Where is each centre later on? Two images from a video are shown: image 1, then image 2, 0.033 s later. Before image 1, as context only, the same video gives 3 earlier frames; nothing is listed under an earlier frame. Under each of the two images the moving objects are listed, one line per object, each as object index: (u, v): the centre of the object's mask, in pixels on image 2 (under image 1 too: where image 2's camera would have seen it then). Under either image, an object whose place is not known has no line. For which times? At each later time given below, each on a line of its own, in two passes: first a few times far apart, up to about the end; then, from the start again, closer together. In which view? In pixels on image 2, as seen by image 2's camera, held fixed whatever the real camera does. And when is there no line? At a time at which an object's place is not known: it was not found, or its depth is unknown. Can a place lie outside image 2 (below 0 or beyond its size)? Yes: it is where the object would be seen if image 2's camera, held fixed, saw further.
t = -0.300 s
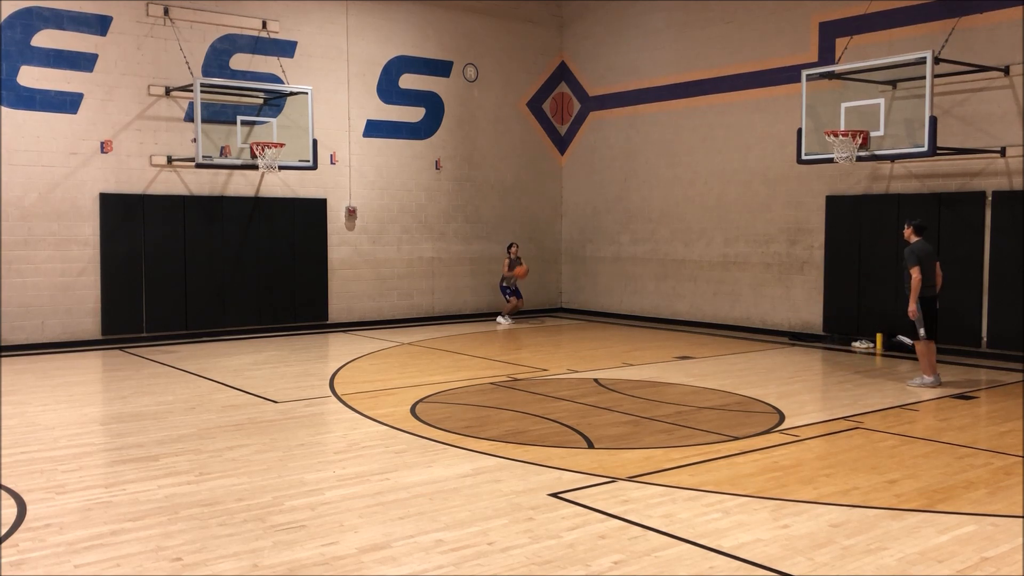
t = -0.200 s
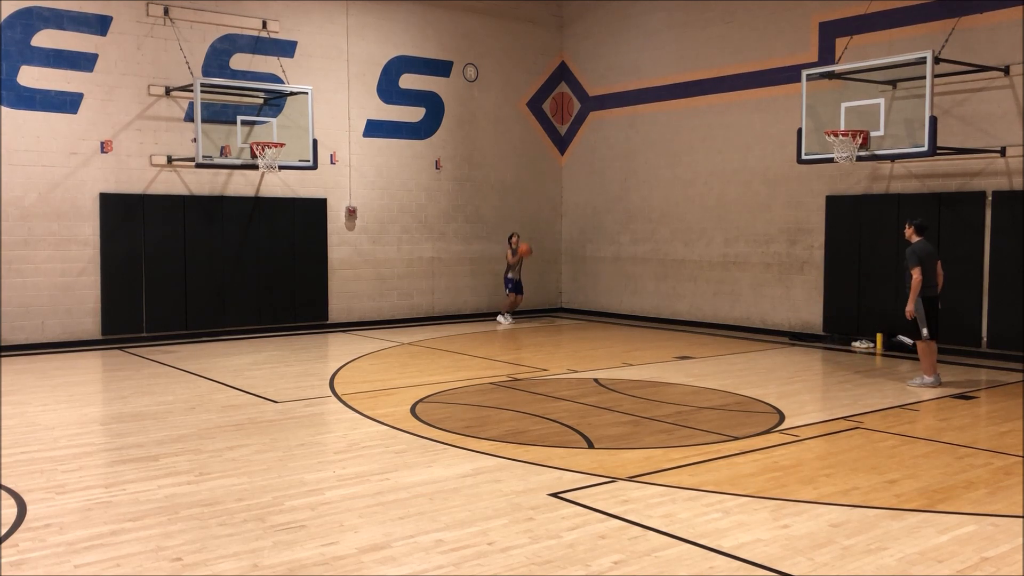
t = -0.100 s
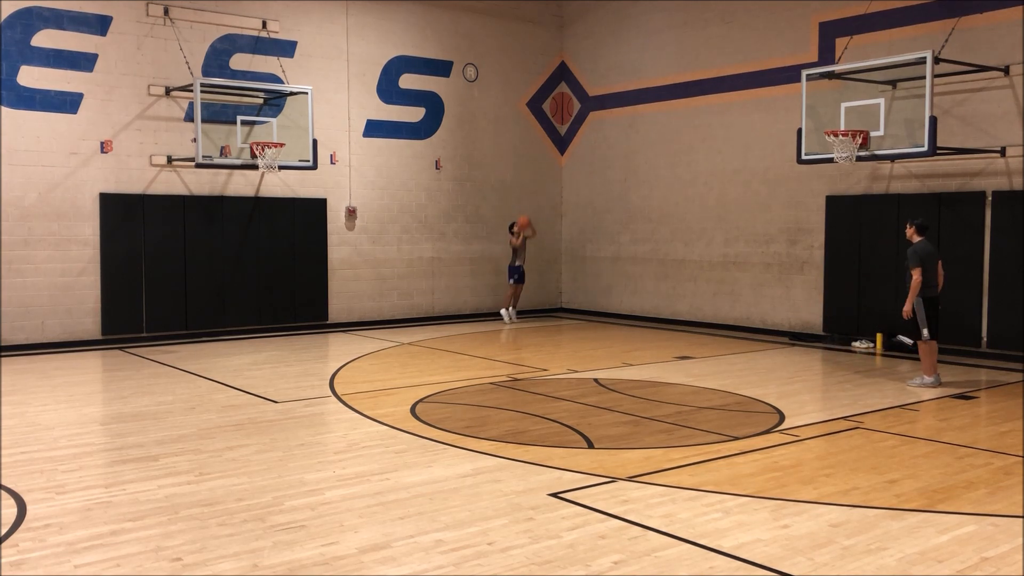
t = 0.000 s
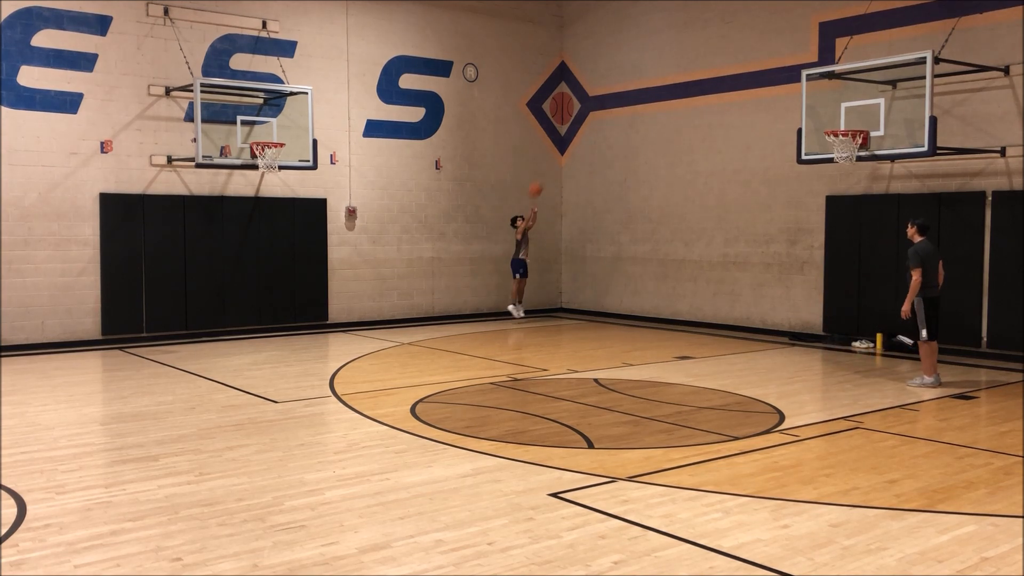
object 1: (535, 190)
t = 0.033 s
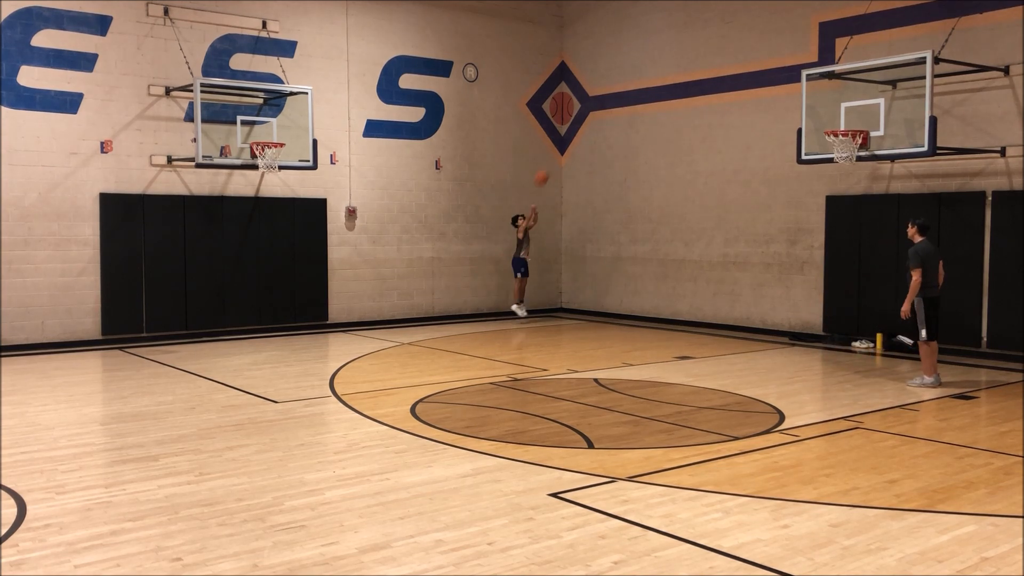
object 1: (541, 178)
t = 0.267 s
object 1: (589, 105)
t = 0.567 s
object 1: (659, 49)
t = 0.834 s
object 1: (728, 42)
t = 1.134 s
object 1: (818, 97)
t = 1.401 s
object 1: (843, 161)
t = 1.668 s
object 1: (811, 213)
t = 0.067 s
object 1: (548, 167)
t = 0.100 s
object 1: (554, 155)
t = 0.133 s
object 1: (562, 144)
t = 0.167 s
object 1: (568, 134)
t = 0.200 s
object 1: (576, 124)
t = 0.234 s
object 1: (583, 114)
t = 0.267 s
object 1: (589, 105)
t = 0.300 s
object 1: (597, 97)
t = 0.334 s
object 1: (605, 88)
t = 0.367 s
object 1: (612, 81)
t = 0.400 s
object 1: (620, 74)
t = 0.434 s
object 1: (627, 68)
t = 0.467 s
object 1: (635, 63)
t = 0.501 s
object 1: (643, 58)
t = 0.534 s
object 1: (651, 53)
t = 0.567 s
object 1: (659, 49)
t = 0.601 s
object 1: (667, 46)
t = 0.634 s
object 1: (676, 43)
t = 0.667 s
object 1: (685, 41)
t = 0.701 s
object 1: (693, 40)
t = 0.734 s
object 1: (701, 40)
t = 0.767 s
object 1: (710, 40)
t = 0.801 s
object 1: (719, 41)
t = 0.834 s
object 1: (728, 42)
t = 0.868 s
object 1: (737, 45)
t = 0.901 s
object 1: (747, 48)
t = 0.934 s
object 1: (757, 53)
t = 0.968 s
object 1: (767, 58)
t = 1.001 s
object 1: (776, 64)
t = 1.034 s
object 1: (786, 71)
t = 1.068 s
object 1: (795, 77)
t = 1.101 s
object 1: (807, 87)
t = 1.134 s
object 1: (818, 97)
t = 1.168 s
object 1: (828, 108)
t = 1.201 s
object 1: (839, 119)
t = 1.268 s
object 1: (855, 142)
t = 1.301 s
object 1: (856, 147)
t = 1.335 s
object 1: (851, 152)
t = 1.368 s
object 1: (847, 159)
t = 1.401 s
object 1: (843, 161)
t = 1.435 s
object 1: (839, 163)
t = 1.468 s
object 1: (835, 167)
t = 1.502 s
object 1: (831, 173)
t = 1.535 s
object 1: (827, 180)
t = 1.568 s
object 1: (823, 186)
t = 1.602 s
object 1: (819, 195)
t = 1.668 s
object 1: (811, 213)
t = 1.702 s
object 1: (807, 224)
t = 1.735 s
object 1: (803, 235)
